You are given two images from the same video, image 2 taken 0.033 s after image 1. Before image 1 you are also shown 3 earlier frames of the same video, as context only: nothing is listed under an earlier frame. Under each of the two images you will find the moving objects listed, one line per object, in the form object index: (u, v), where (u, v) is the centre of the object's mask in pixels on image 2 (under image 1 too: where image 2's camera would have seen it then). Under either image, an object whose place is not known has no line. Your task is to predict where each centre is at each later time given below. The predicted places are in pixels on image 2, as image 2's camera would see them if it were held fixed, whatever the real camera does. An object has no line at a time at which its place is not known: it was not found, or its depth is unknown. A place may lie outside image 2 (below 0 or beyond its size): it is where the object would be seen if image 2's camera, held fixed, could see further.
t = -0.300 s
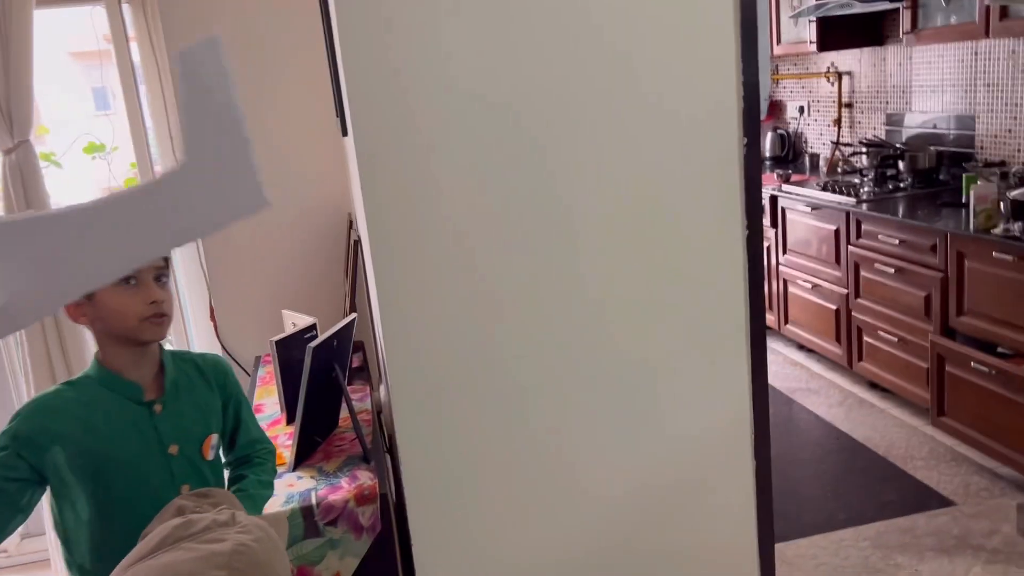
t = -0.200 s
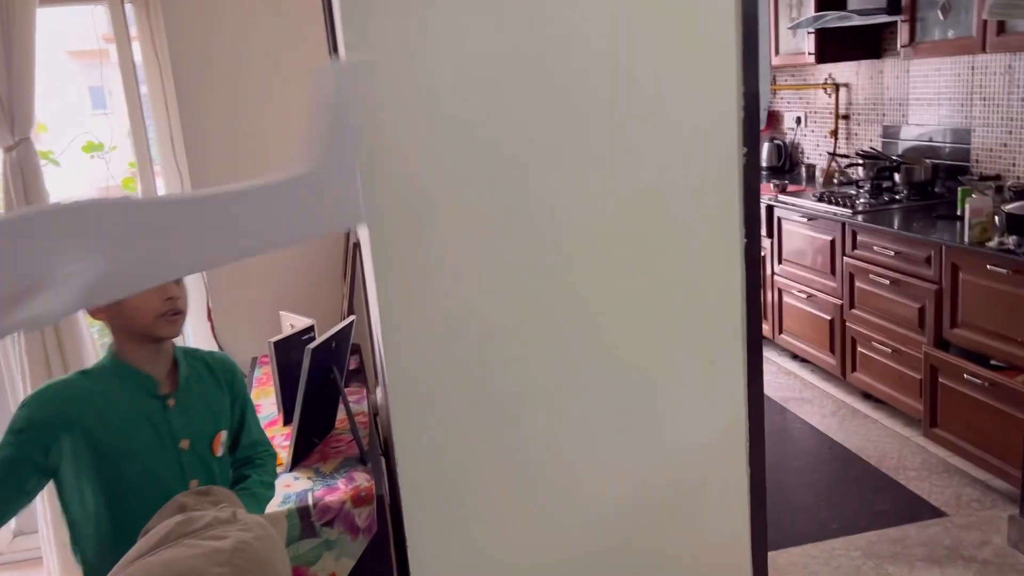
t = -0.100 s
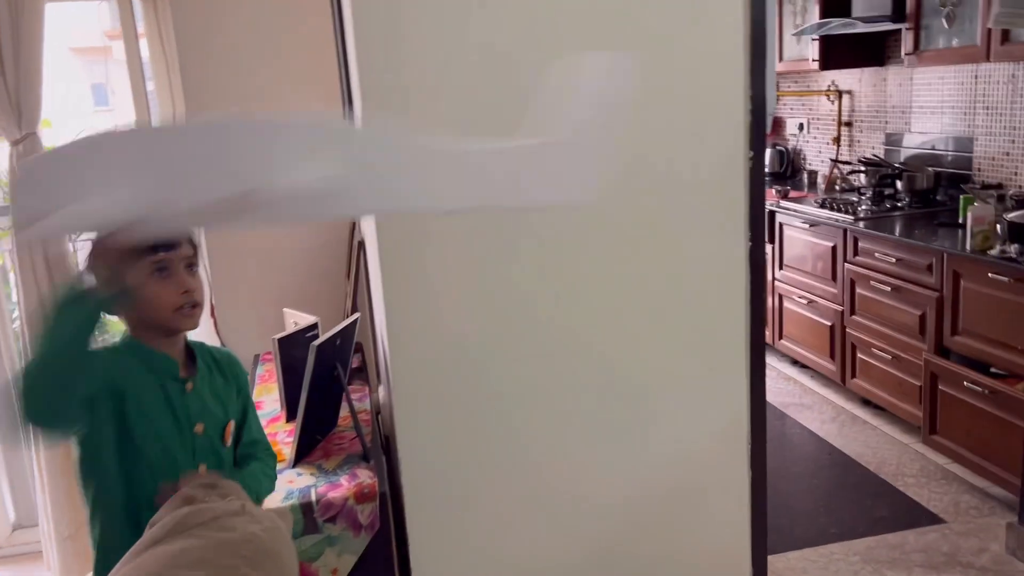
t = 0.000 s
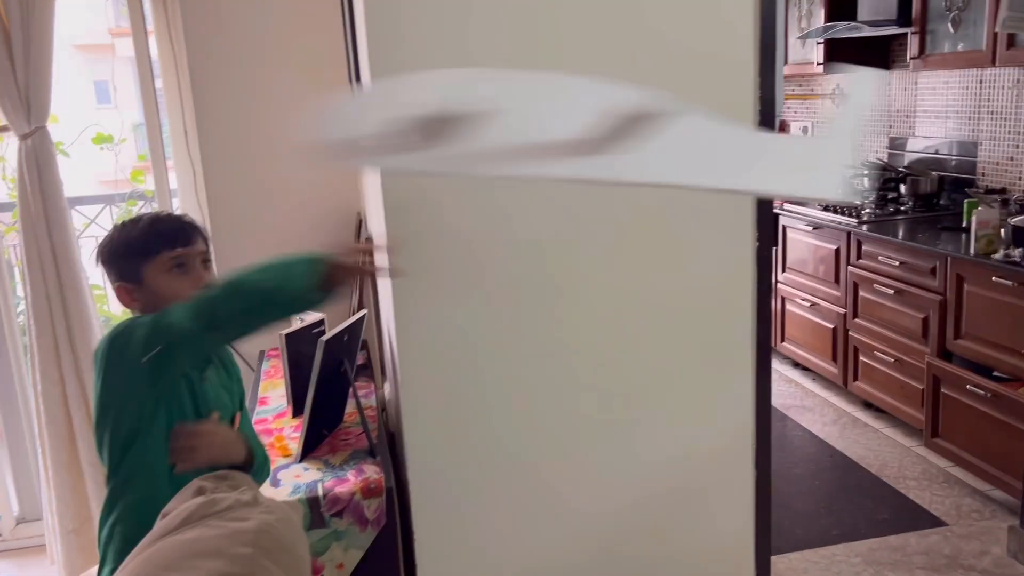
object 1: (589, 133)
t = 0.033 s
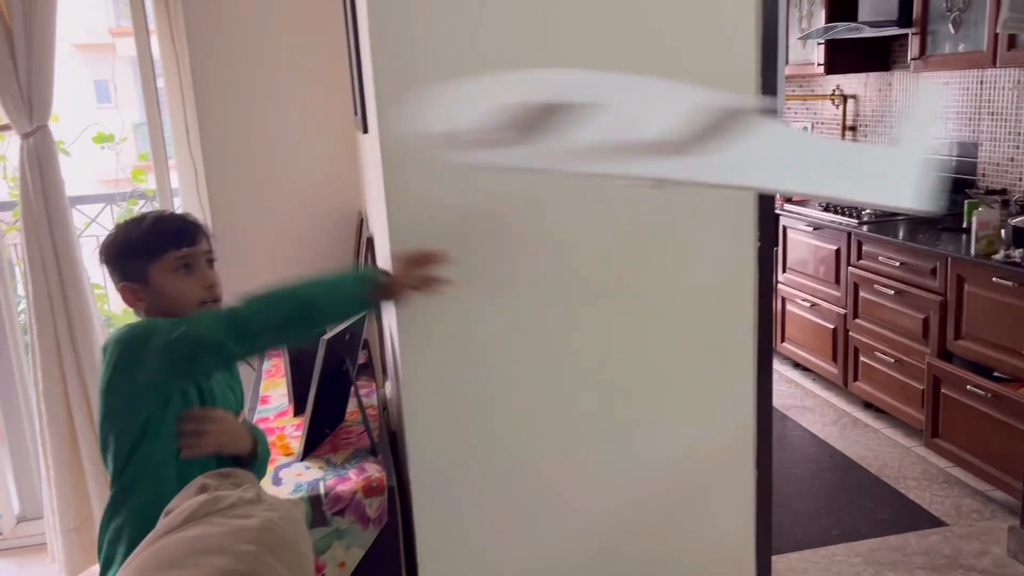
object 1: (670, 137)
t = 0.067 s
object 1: (747, 147)
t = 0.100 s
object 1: (788, 157)
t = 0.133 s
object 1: (840, 168)
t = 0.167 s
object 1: (892, 186)
